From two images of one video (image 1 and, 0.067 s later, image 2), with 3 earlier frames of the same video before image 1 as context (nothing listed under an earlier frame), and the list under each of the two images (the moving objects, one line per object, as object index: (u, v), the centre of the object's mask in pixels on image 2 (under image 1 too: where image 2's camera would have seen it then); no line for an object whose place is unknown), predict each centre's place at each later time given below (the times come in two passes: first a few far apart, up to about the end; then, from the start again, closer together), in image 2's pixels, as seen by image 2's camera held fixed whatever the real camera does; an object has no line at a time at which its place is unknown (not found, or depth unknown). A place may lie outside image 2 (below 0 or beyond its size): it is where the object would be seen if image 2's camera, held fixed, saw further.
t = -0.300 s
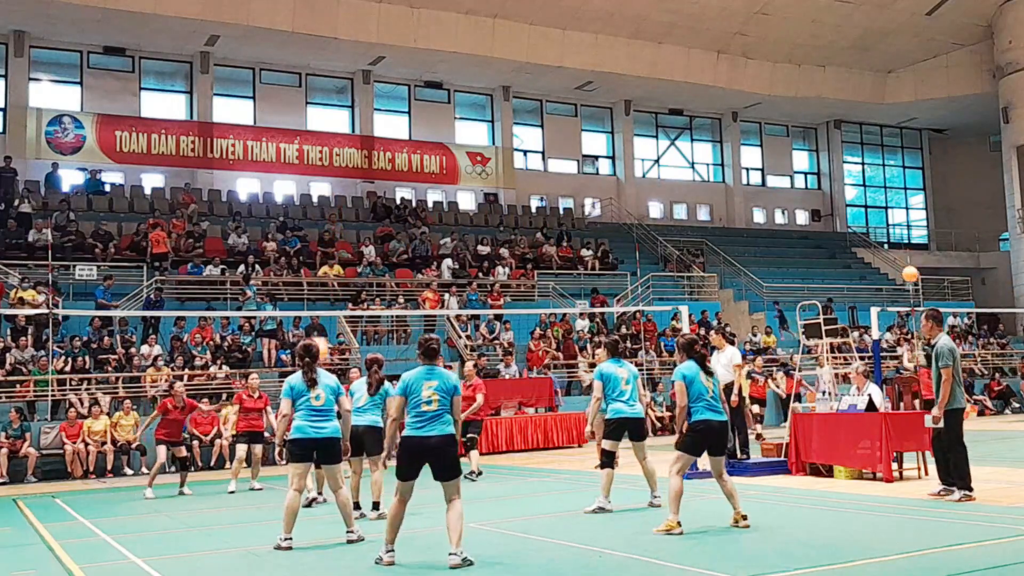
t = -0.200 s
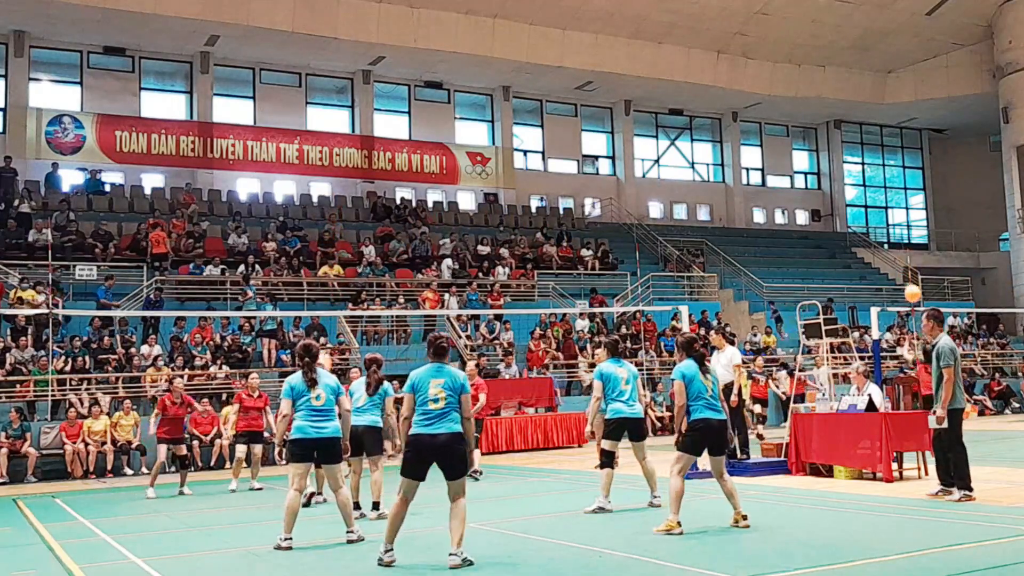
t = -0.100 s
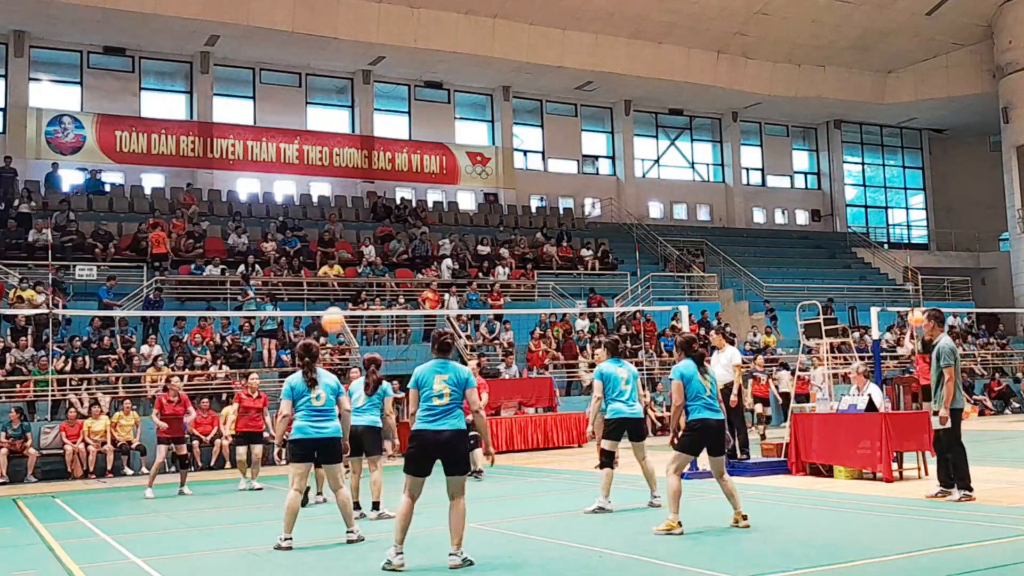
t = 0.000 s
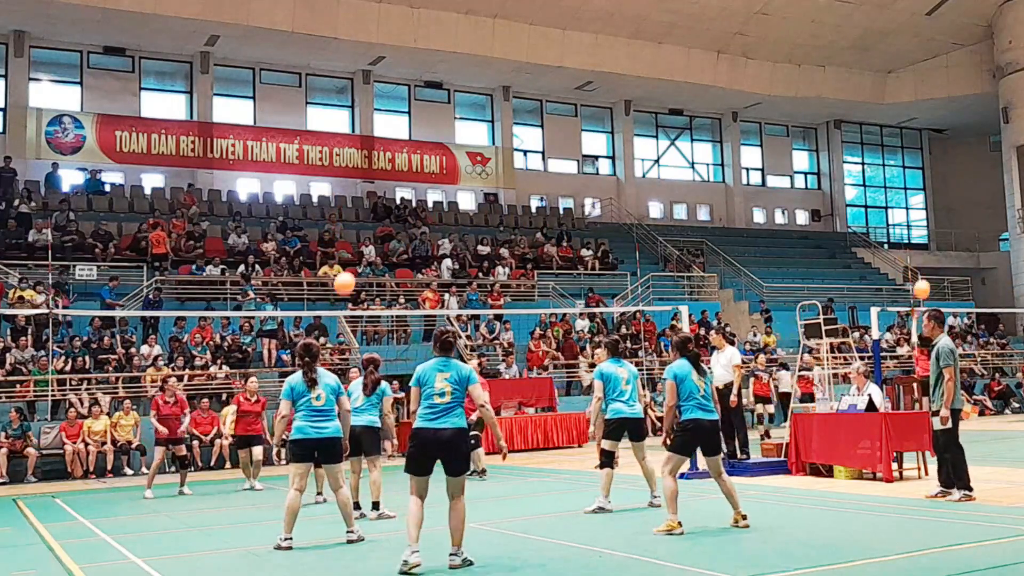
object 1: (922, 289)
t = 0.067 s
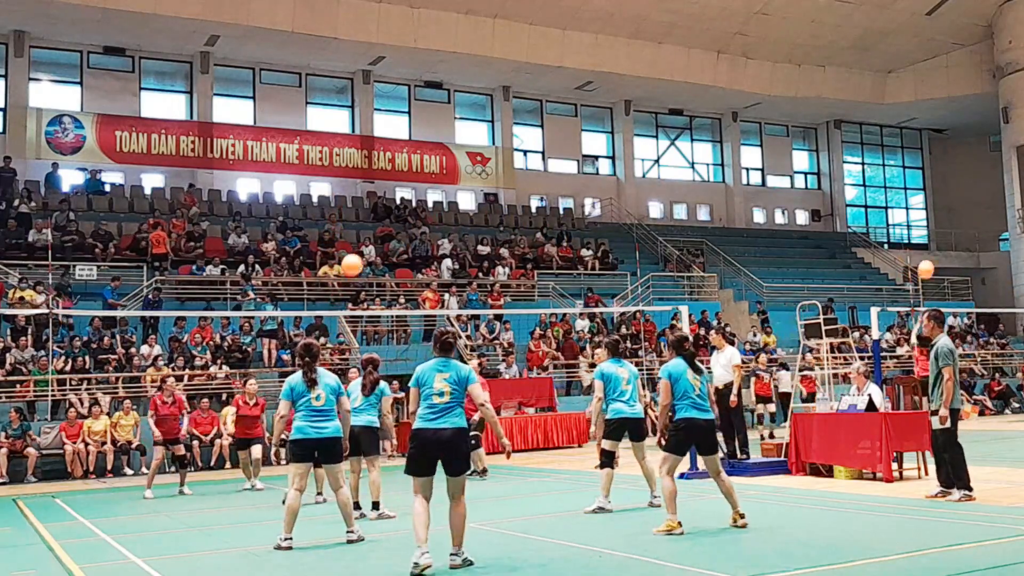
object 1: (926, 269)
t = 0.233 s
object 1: (936, 233)
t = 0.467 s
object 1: (950, 213)
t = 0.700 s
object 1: (966, 225)
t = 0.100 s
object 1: (928, 261)
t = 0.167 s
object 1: (932, 245)
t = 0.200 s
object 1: (934, 239)
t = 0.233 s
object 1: (936, 233)
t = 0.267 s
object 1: (938, 229)
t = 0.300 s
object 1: (940, 224)
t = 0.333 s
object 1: (942, 221)
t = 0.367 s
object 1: (944, 218)
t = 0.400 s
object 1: (946, 216)
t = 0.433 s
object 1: (948, 214)
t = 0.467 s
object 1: (950, 213)
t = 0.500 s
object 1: (952, 213)
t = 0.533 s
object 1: (954, 214)
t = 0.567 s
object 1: (957, 214)
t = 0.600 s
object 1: (959, 216)
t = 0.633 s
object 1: (961, 218)
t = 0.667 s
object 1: (963, 221)
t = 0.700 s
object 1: (966, 225)
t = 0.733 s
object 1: (968, 229)
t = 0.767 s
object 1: (970, 234)
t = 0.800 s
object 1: (972, 239)
